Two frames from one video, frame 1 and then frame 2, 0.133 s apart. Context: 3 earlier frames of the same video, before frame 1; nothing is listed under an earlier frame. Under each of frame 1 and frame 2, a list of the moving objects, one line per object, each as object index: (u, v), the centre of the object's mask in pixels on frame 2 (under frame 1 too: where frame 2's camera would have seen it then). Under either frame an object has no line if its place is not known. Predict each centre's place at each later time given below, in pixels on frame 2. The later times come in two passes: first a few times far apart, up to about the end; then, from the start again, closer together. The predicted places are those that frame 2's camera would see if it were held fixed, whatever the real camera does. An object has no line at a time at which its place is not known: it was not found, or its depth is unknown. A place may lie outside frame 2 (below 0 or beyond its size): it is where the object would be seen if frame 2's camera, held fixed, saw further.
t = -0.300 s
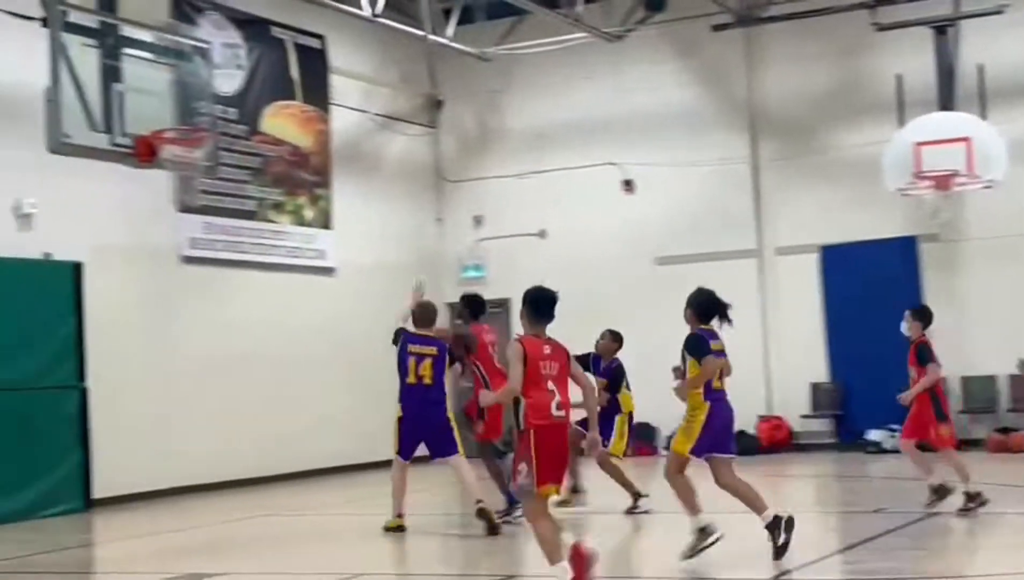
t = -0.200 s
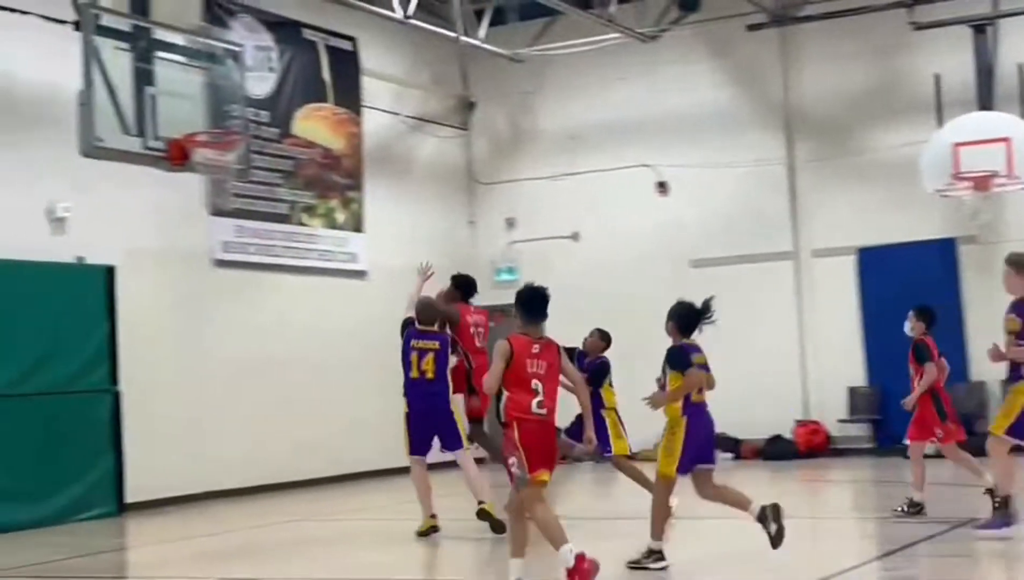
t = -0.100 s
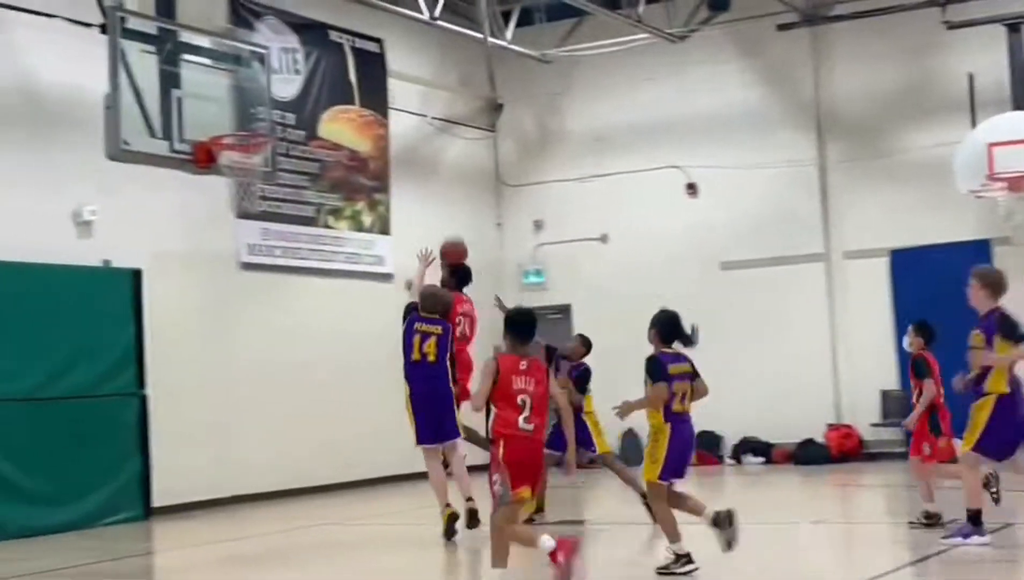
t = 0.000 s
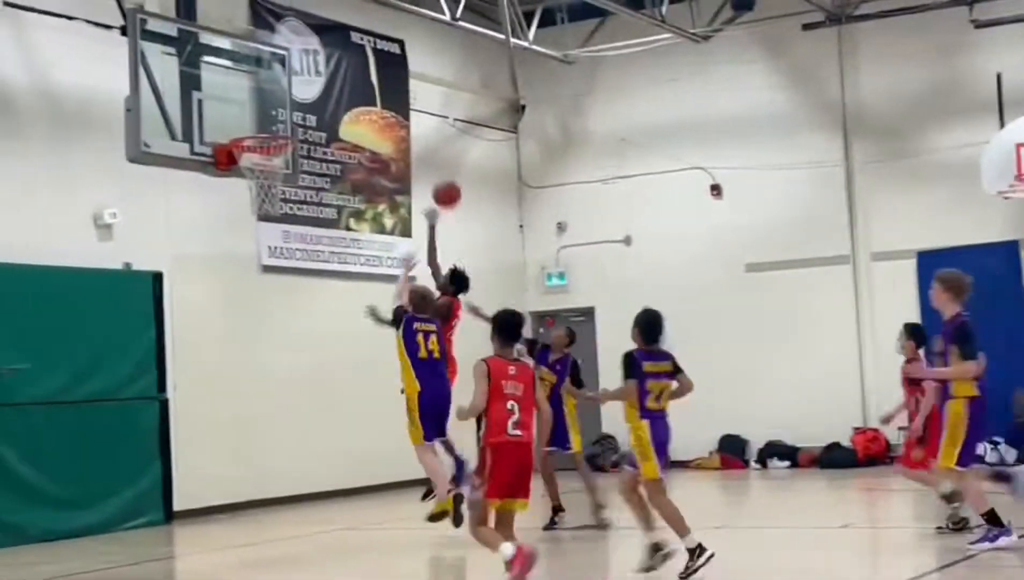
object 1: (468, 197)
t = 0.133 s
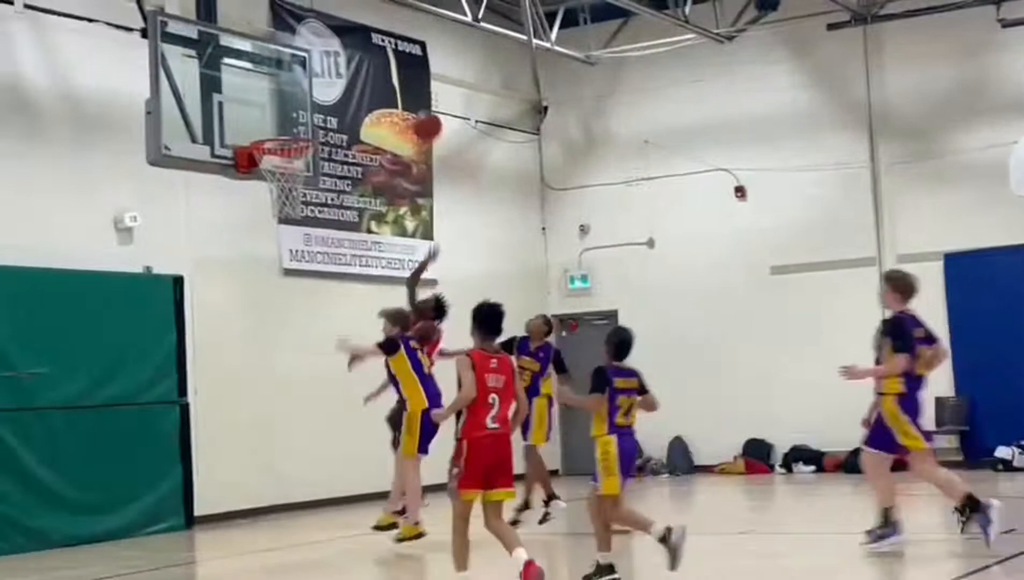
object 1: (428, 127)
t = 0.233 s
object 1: (398, 89)
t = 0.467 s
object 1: (331, 48)
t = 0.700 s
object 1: (267, 74)
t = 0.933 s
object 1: (282, 134)
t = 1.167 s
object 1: (304, 253)
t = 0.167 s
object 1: (417, 111)
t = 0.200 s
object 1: (410, 100)
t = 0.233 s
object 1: (398, 89)
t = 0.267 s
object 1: (388, 81)
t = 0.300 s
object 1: (379, 71)
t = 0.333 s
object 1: (370, 64)
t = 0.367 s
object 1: (359, 57)
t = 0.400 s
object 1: (350, 53)
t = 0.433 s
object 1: (340, 50)
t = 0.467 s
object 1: (331, 48)
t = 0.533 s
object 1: (312, 49)
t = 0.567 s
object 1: (303, 51)
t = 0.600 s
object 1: (293, 56)
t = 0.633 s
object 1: (284, 60)
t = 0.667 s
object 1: (276, 67)
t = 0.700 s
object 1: (267, 74)
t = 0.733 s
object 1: (263, 82)
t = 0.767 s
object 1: (267, 88)
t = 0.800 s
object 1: (270, 97)
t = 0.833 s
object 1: (273, 107)
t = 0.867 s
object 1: (277, 118)
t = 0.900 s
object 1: (280, 129)
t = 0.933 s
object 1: (282, 134)
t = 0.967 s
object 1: (287, 163)
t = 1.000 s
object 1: (293, 177)
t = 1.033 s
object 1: (296, 194)
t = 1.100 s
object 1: (300, 220)
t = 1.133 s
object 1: (302, 236)
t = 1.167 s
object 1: (304, 253)
